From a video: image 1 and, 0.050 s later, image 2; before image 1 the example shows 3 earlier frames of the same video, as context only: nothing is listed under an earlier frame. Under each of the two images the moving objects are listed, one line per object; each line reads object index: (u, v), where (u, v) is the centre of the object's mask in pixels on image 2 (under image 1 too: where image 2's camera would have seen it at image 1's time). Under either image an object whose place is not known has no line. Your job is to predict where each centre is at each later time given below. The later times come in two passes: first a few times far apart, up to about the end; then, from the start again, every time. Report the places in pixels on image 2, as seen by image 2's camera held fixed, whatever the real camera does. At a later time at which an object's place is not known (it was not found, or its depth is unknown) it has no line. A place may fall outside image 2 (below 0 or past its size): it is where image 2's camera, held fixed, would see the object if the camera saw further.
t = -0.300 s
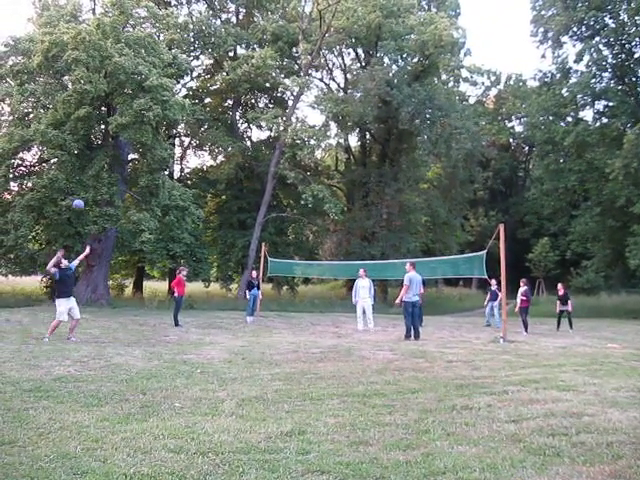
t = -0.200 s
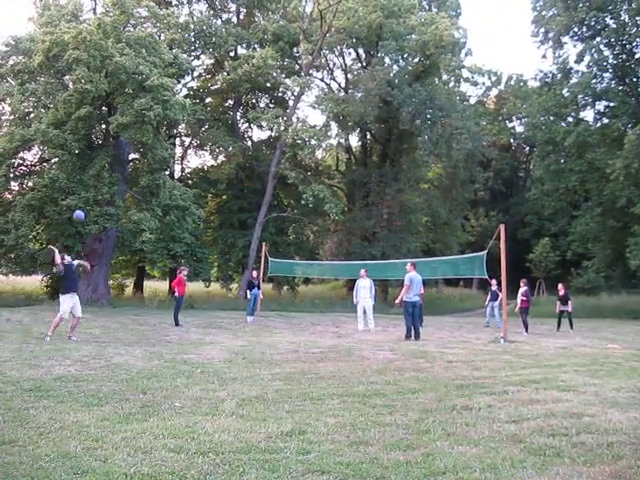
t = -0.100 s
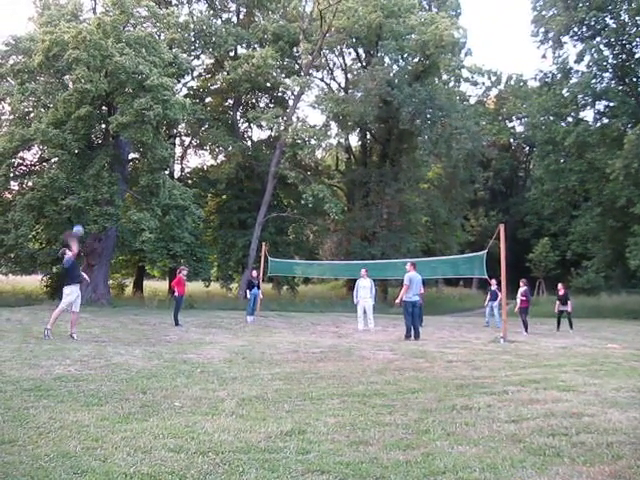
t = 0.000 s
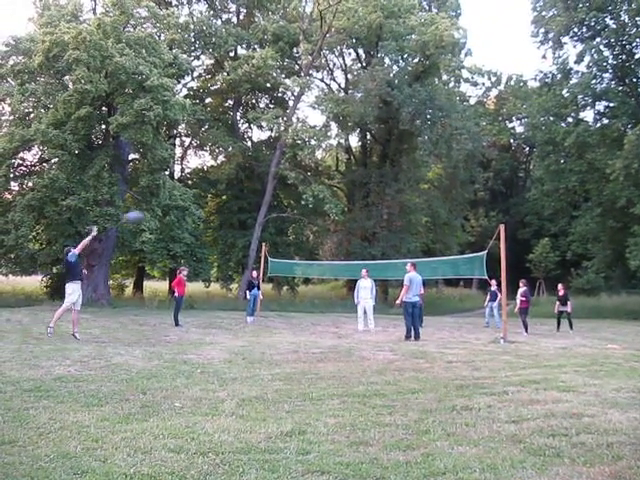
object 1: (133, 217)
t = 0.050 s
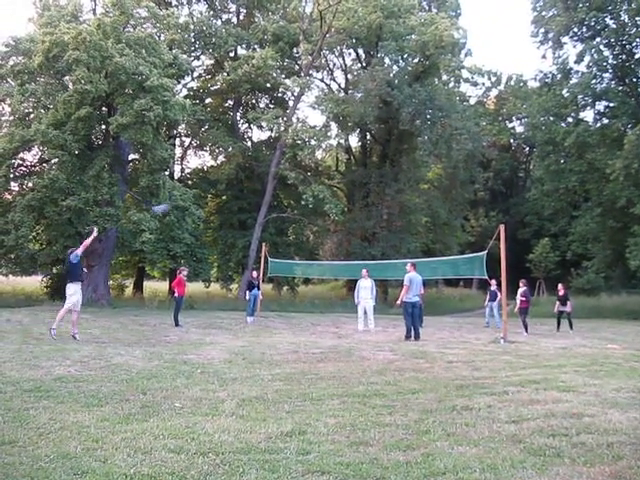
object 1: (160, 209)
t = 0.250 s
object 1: (258, 196)
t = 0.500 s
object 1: (352, 211)
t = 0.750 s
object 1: (421, 248)
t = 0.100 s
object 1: (186, 203)
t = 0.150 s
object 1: (214, 200)
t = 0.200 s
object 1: (236, 197)
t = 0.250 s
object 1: (258, 196)
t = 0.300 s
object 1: (280, 197)
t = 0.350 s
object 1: (301, 200)
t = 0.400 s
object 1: (318, 202)
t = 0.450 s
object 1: (335, 206)
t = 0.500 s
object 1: (352, 211)
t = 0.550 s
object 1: (368, 217)
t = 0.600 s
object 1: (383, 224)
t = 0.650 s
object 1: (397, 232)
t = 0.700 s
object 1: (409, 239)
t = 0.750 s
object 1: (421, 248)
